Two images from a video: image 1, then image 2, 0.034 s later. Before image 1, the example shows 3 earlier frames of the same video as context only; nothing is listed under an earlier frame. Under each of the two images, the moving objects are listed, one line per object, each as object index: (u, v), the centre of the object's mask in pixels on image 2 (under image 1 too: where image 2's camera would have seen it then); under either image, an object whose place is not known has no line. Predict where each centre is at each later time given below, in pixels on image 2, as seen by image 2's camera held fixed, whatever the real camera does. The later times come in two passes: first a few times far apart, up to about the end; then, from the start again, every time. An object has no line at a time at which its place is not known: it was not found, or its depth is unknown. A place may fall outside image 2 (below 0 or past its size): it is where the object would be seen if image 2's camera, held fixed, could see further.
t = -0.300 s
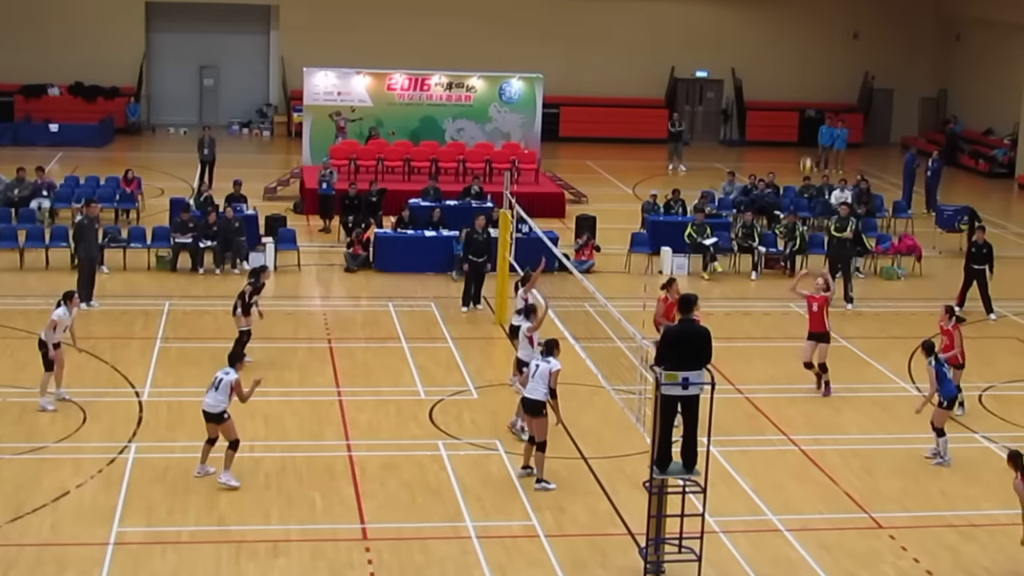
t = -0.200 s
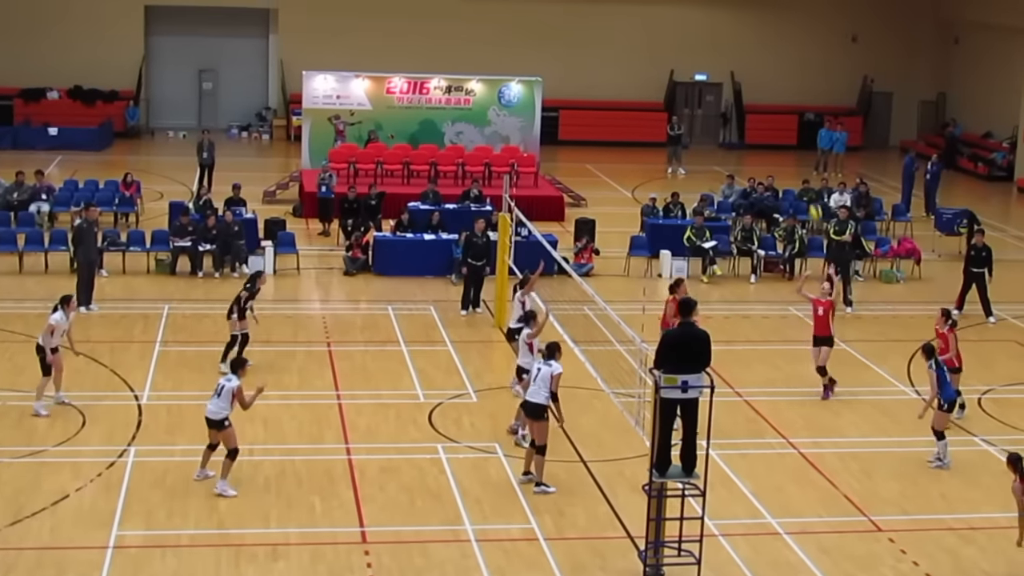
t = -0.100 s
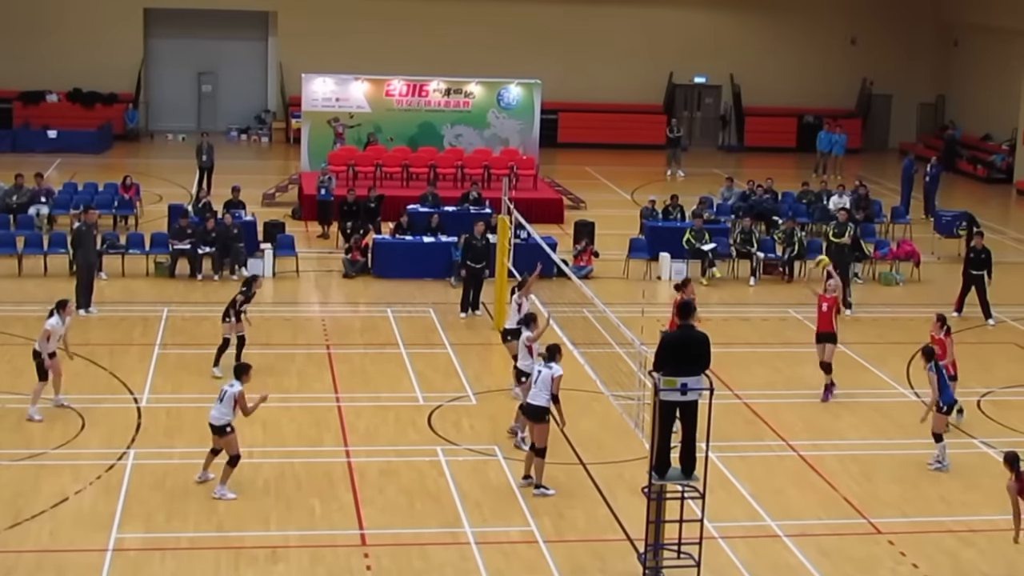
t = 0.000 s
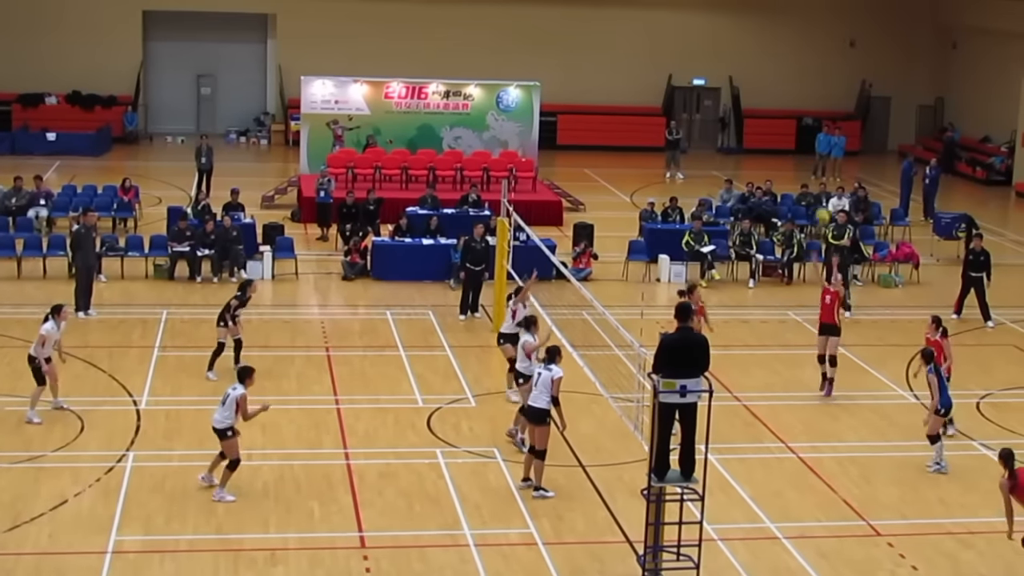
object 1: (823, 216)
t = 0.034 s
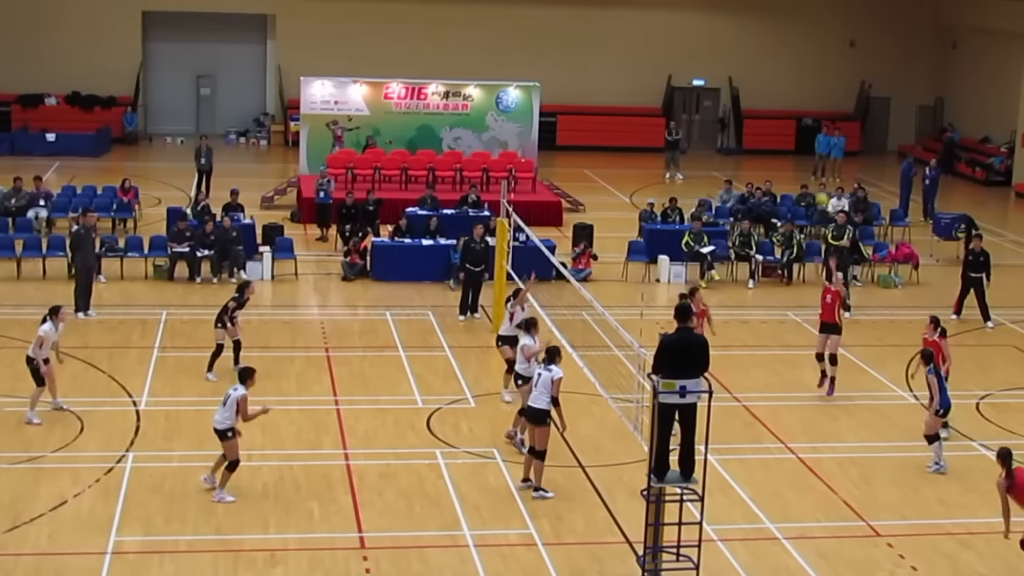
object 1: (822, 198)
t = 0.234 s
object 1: (819, 111)
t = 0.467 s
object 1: (812, 39)
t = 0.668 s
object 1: (803, 9)
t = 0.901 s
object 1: (790, 12)
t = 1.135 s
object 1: (773, 58)
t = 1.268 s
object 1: (760, 107)
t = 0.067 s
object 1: (821, 181)
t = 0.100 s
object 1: (822, 166)
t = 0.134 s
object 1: (821, 151)
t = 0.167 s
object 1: (821, 136)
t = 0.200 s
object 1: (820, 123)
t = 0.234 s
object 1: (819, 111)
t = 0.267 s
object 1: (818, 97)
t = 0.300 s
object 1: (817, 87)
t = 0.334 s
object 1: (816, 76)
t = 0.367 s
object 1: (815, 65)
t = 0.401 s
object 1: (814, 56)
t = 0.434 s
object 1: (813, 47)
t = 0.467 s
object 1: (812, 39)
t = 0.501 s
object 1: (811, 32)
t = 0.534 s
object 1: (809, 26)
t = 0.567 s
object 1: (808, 20)
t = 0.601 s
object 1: (806, 16)
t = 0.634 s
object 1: (805, 12)
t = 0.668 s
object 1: (803, 9)
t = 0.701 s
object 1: (801, 7)
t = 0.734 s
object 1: (800, 5)
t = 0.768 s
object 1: (798, 4)
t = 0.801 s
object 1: (796, 5)
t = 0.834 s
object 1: (794, 6)
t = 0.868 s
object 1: (792, 9)
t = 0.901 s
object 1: (790, 12)
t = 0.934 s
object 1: (788, 16)
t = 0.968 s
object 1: (785, 21)
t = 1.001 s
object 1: (783, 27)
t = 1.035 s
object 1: (780, 34)
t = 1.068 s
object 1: (778, 41)
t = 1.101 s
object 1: (776, 49)
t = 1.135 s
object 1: (773, 58)
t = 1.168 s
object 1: (770, 69)
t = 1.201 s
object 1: (768, 81)
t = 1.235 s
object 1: (764, 93)
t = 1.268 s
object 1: (760, 107)
